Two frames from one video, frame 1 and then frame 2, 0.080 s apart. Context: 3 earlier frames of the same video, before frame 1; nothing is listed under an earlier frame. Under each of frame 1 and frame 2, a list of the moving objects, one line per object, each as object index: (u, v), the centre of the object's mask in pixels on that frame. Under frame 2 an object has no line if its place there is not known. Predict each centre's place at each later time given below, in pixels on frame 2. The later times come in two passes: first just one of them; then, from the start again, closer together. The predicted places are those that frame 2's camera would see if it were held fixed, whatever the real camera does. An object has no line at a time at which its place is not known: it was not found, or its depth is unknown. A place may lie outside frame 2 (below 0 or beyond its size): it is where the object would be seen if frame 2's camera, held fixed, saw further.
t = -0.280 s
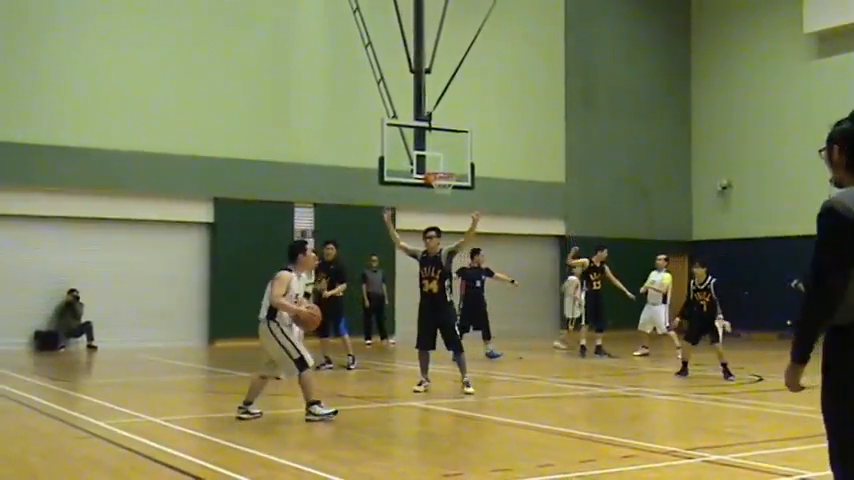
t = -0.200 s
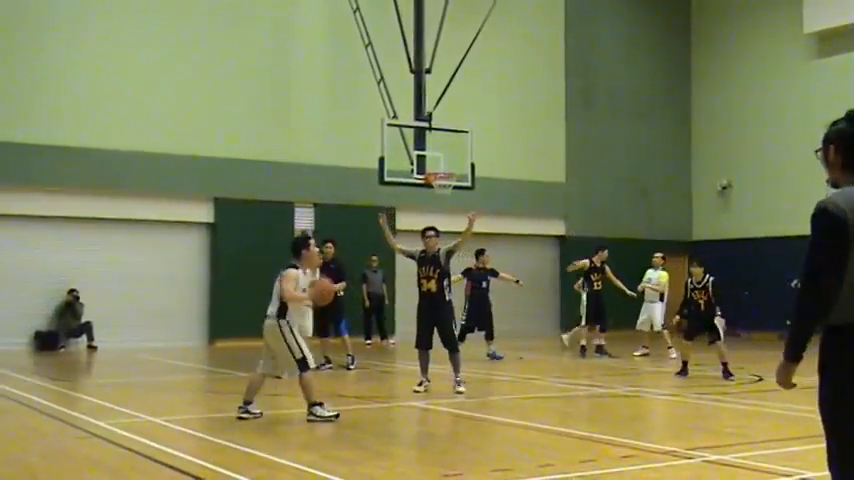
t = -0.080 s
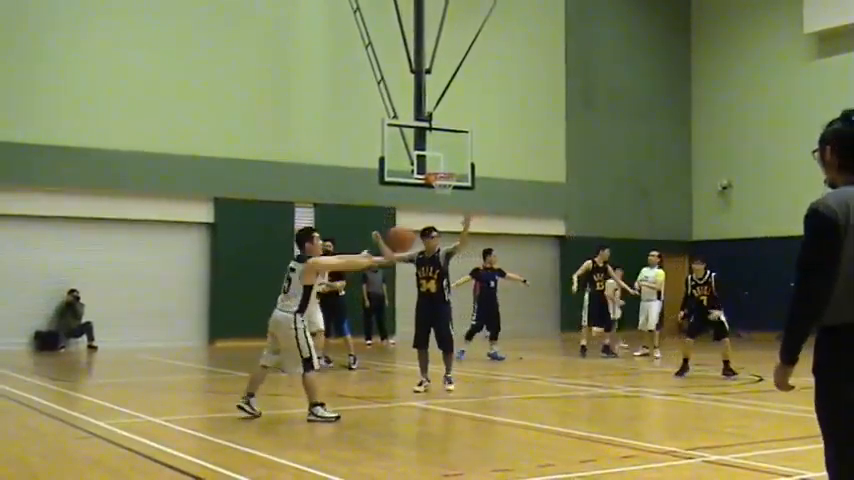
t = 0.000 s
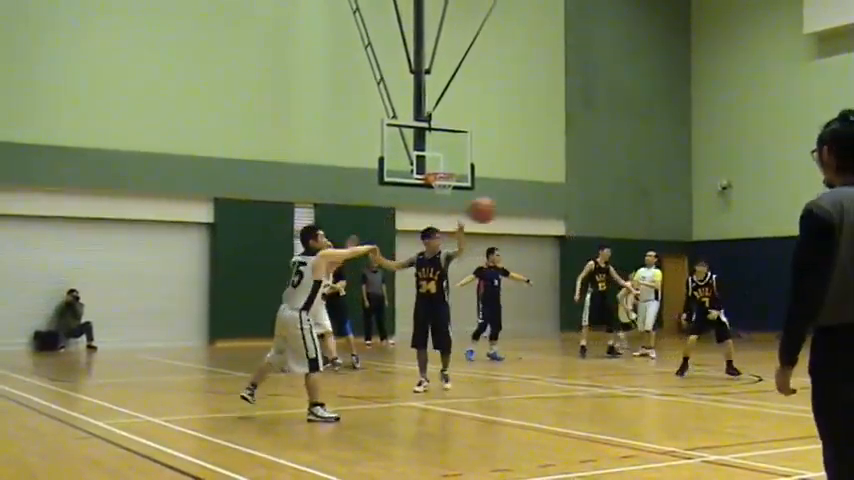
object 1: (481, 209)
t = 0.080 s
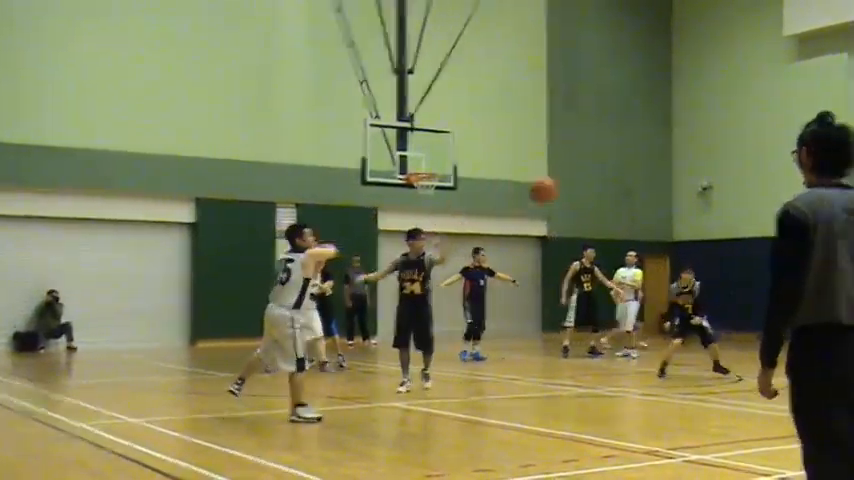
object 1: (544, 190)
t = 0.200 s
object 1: (655, 170)
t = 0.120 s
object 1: (581, 180)
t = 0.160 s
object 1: (618, 175)
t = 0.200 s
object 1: (655, 170)
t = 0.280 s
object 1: (728, 167)
